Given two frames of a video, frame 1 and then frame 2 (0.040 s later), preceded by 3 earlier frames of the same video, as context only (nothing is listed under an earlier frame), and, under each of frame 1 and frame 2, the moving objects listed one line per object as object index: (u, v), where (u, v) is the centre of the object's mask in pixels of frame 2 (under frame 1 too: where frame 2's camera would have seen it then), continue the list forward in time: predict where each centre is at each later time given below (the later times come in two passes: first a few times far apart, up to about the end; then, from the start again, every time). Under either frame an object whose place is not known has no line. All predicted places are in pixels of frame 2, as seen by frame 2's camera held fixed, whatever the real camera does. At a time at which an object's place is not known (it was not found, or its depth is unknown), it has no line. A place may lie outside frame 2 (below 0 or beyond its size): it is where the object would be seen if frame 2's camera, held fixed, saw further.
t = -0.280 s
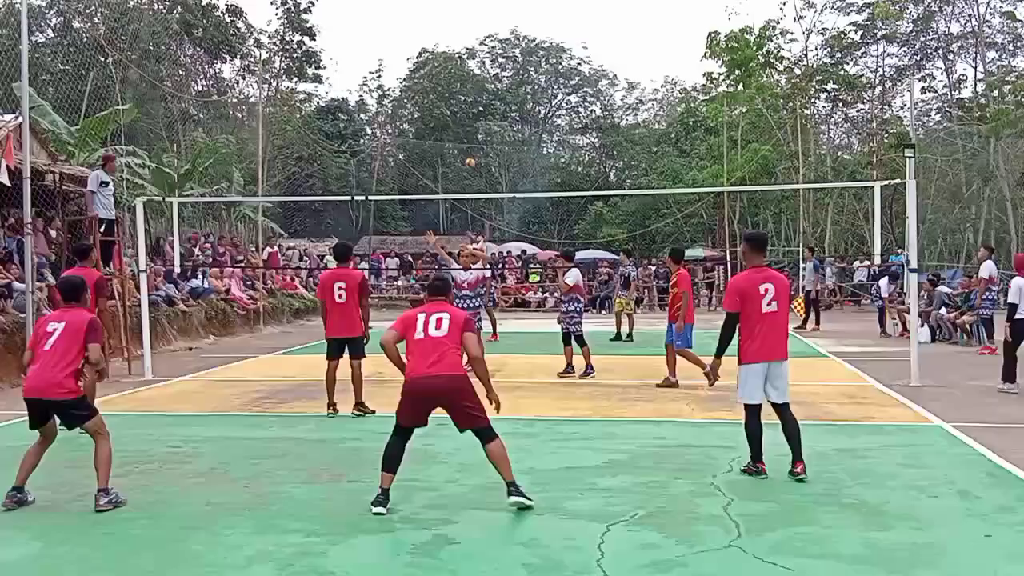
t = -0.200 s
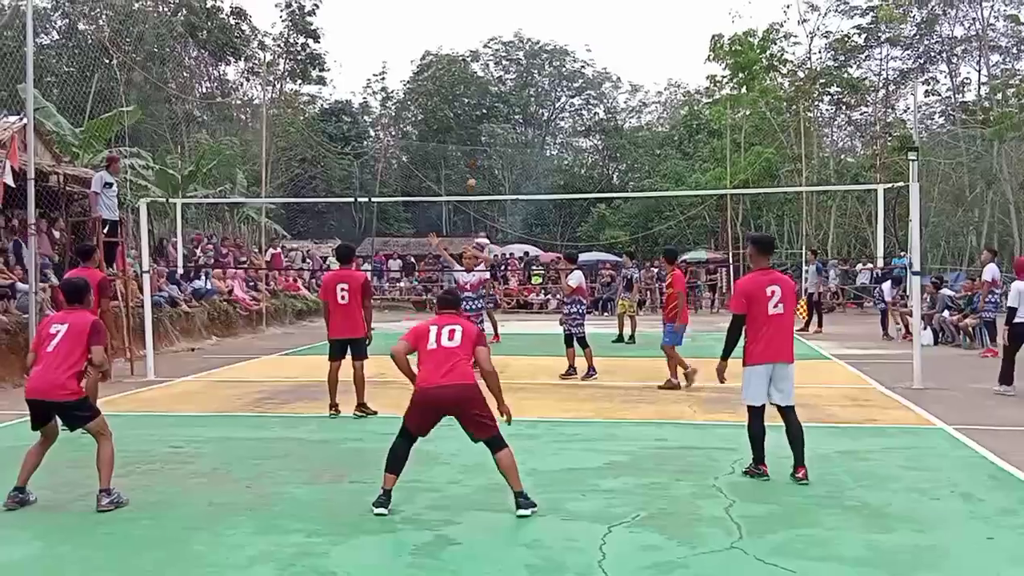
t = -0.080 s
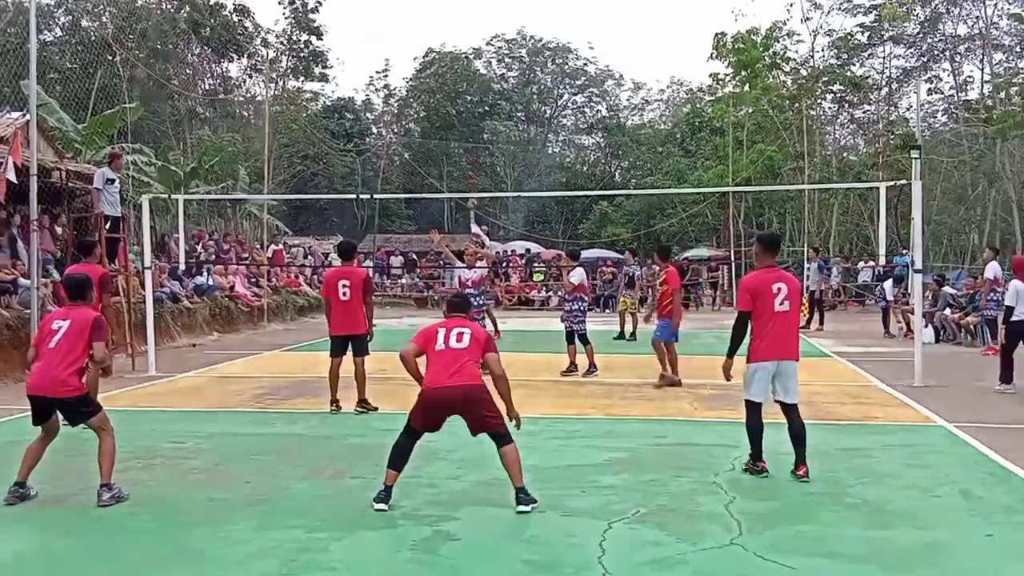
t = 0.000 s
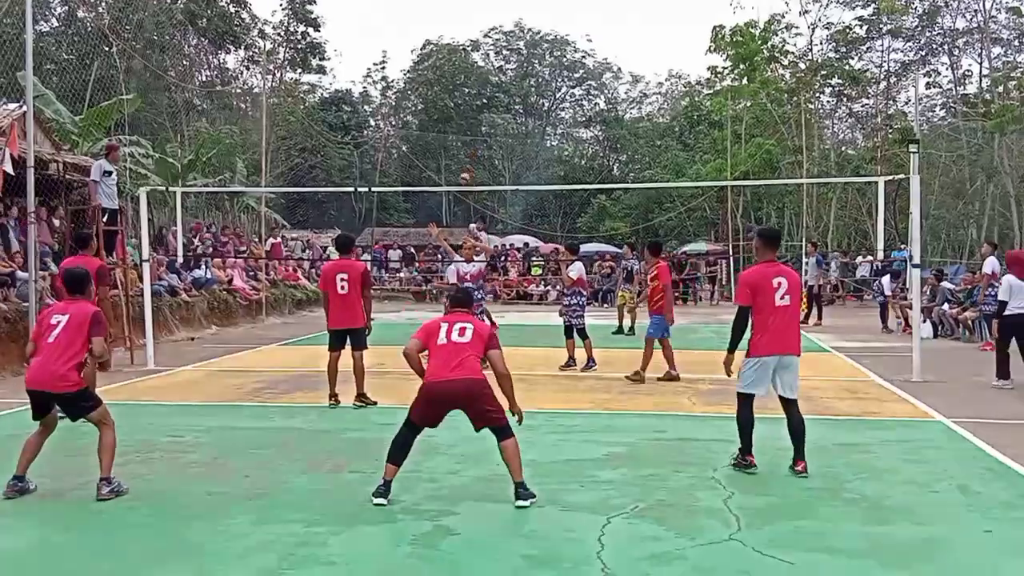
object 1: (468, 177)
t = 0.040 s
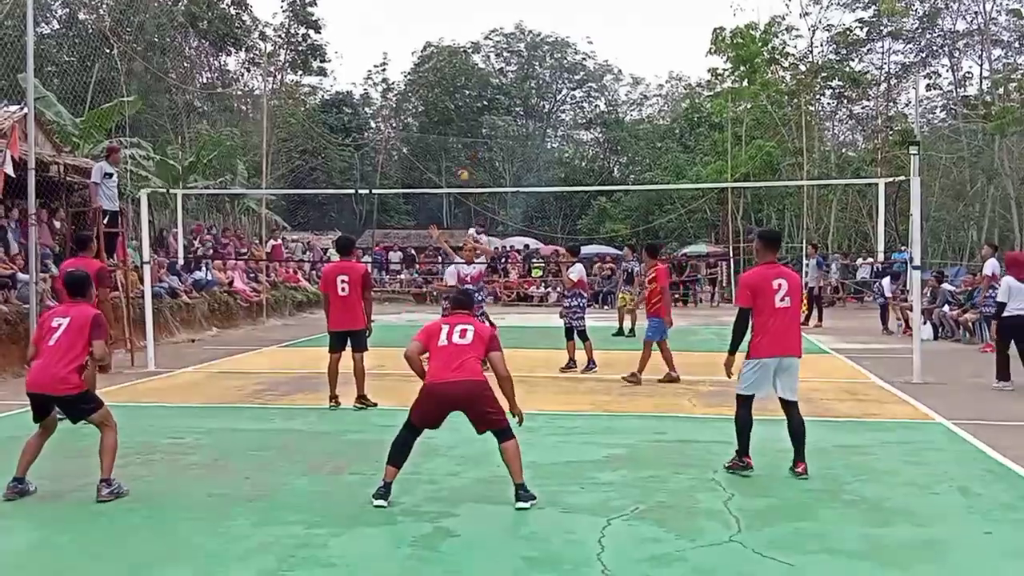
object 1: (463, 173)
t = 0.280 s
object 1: (443, 171)
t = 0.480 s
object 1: (409, 255)
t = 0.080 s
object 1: (461, 171)
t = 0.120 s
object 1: (458, 168)
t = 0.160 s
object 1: (456, 164)
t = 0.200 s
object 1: (450, 165)
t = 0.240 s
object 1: (447, 167)
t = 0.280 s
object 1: (443, 171)
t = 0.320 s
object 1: (439, 178)
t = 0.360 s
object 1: (434, 186)
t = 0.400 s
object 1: (428, 199)
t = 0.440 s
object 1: (415, 231)
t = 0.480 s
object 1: (409, 255)
